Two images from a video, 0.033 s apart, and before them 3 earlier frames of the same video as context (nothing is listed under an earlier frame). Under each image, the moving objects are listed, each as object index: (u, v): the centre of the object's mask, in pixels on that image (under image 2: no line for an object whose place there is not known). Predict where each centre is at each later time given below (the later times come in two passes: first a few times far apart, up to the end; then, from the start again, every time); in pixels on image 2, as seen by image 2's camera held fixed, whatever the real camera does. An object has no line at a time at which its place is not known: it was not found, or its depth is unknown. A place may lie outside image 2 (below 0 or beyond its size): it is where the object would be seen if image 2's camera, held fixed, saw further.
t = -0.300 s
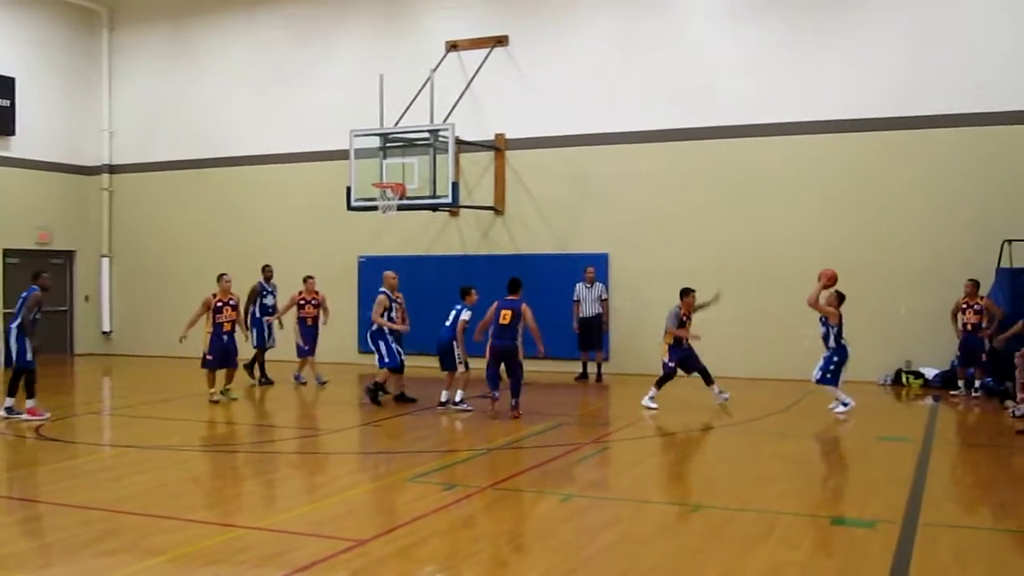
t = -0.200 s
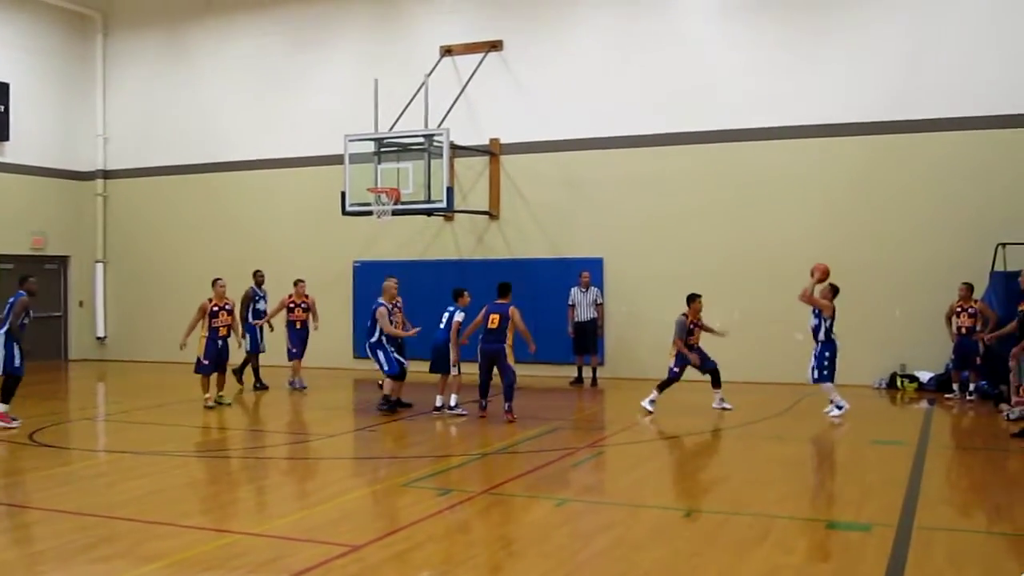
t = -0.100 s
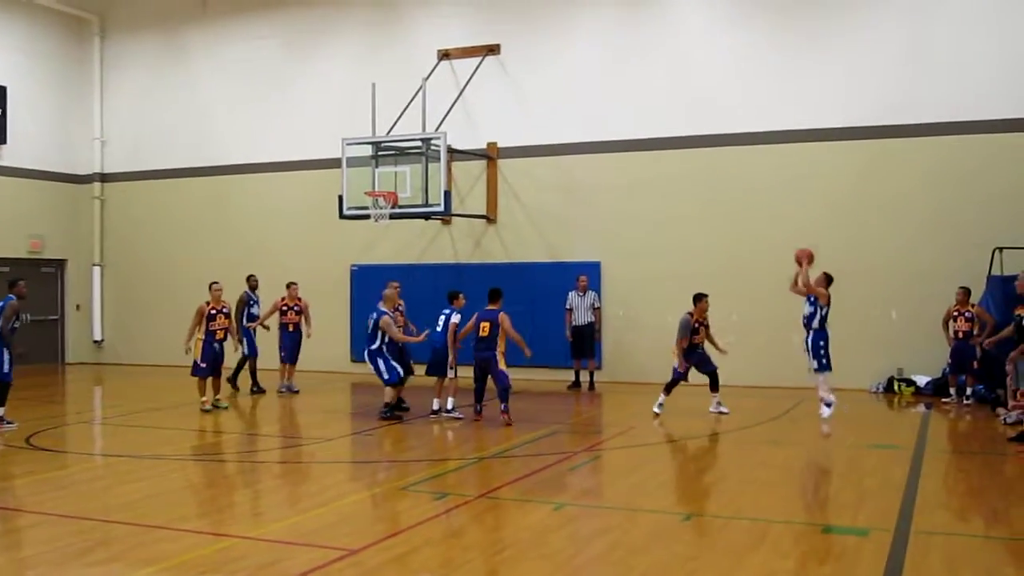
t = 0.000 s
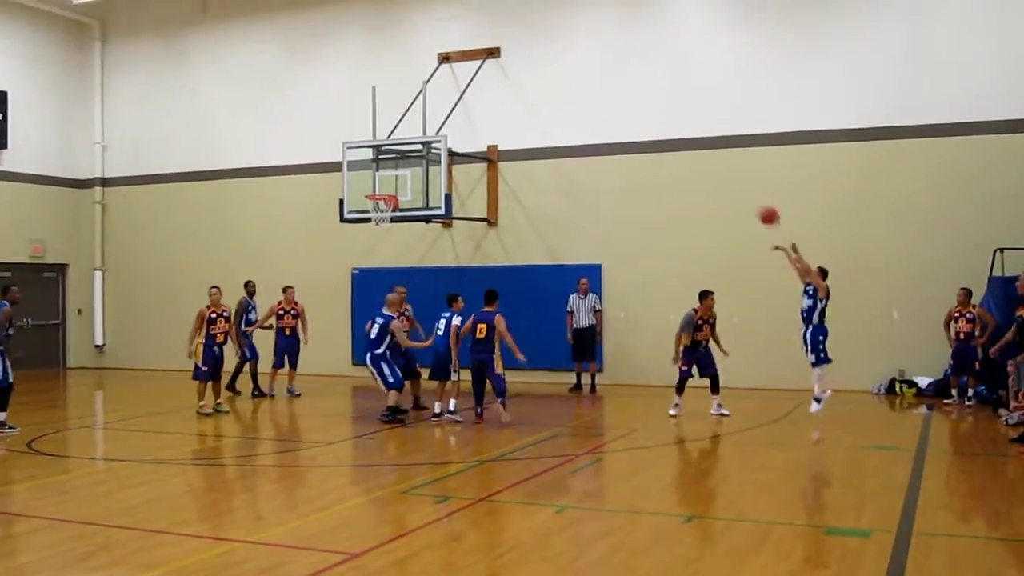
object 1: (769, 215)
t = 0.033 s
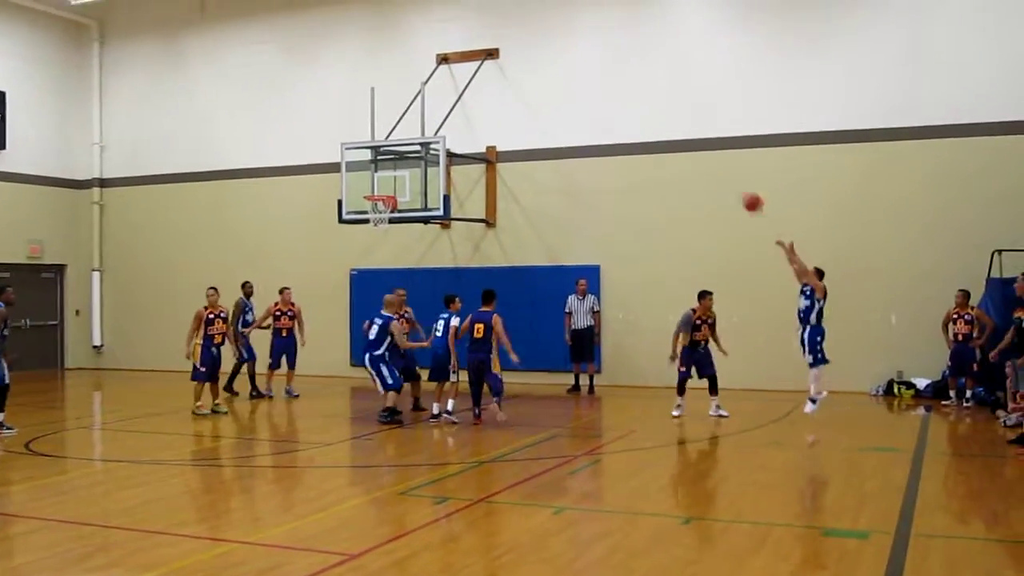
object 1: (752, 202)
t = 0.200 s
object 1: (682, 147)
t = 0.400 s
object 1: (604, 111)
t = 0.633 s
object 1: (524, 109)
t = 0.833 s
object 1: (460, 135)
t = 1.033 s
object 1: (402, 184)
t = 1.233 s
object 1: (390, 146)
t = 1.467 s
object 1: (383, 119)
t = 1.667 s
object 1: (378, 122)
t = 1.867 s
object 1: (378, 133)
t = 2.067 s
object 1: (369, 145)
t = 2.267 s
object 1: (361, 184)
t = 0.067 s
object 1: (738, 189)
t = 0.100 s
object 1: (723, 177)
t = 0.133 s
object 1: (709, 166)
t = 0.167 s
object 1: (695, 157)
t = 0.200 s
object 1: (682, 147)
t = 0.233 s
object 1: (669, 138)
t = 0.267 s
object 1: (655, 131)
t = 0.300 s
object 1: (642, 125)
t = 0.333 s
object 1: (629, 120)
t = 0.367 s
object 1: (616, 115)
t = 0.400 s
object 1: (604, 111)
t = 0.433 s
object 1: (592, 109)
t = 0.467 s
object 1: (581, 107)
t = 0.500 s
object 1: (569, 106)
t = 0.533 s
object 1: (557, 105)
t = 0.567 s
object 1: (546, 106)
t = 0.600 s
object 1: (535, 107)
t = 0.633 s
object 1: (524, 109)
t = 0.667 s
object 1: (512, 111)
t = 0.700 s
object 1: (502, 115)
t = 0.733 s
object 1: (491, 119)
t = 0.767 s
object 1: (480, 123)
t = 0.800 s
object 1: (470, 129)
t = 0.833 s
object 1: (460, 135)
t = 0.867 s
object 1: (450, 142)
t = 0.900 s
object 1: (439, 149)
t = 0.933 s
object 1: (430, 155)
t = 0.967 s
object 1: (422, 164)
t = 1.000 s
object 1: (410, 174)
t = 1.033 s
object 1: (402, 184)
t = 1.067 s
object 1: (397, 188)
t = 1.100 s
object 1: (395, 179)
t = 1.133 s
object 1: (394, 170)
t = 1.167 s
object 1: (392, 161)
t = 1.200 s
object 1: (391, 152)
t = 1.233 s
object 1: (390, 146)
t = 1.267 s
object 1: (390, 140)
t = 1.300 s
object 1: (388, 135)
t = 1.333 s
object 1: (387, 130)
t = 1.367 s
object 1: (386, 126)
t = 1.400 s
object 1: (385, 123)
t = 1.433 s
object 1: (384, 121)
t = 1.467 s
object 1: (383, 119)
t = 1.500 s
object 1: (382, 118)
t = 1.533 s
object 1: (381, 118)
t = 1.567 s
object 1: (380, 118)
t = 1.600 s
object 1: (379, 119)
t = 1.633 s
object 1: (378, 120)
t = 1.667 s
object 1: (378, 122)
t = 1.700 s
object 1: (377, 122)
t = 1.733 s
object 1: (377, 123)
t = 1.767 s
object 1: (377, 124)
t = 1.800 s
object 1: (377, 127)
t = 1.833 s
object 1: (378, 130)
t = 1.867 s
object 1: (378, 133)
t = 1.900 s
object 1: (376, 133)
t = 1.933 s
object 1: (375, 134)
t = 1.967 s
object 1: (373, 136)
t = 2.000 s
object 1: (372, 138)
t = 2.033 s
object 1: (371, 141)
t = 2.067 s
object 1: (369, 145)
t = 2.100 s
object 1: (368, 149)
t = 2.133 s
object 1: (366, 155)
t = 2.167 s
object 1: (364, 161)
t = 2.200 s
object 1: (363, 168)
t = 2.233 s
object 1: (362, 175)
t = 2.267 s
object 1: (361, 184)
